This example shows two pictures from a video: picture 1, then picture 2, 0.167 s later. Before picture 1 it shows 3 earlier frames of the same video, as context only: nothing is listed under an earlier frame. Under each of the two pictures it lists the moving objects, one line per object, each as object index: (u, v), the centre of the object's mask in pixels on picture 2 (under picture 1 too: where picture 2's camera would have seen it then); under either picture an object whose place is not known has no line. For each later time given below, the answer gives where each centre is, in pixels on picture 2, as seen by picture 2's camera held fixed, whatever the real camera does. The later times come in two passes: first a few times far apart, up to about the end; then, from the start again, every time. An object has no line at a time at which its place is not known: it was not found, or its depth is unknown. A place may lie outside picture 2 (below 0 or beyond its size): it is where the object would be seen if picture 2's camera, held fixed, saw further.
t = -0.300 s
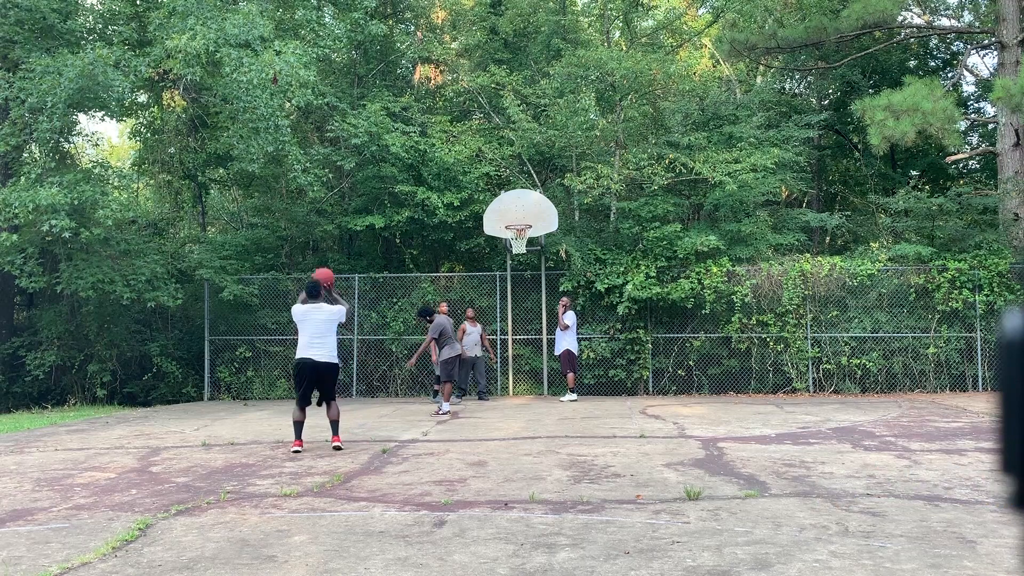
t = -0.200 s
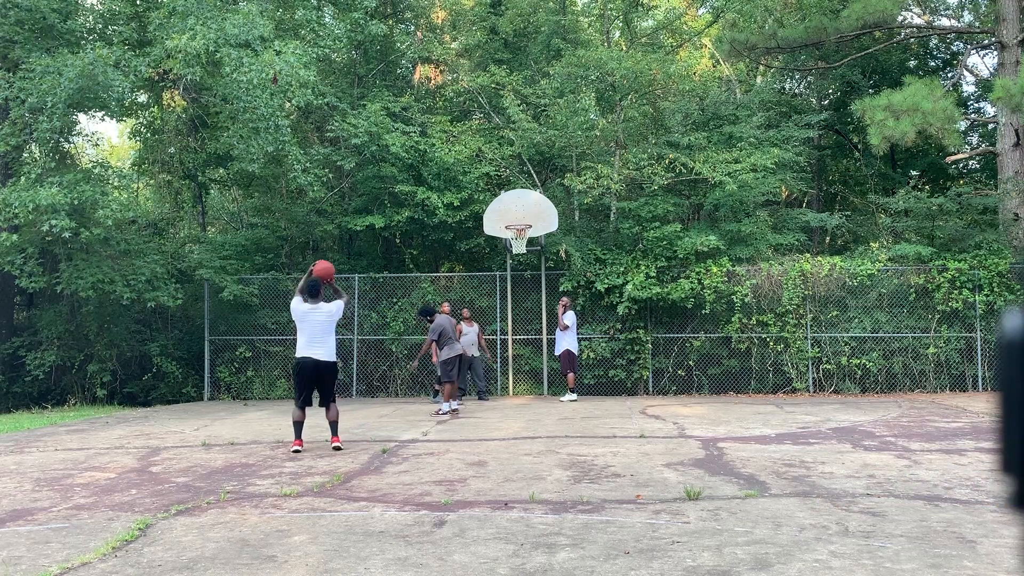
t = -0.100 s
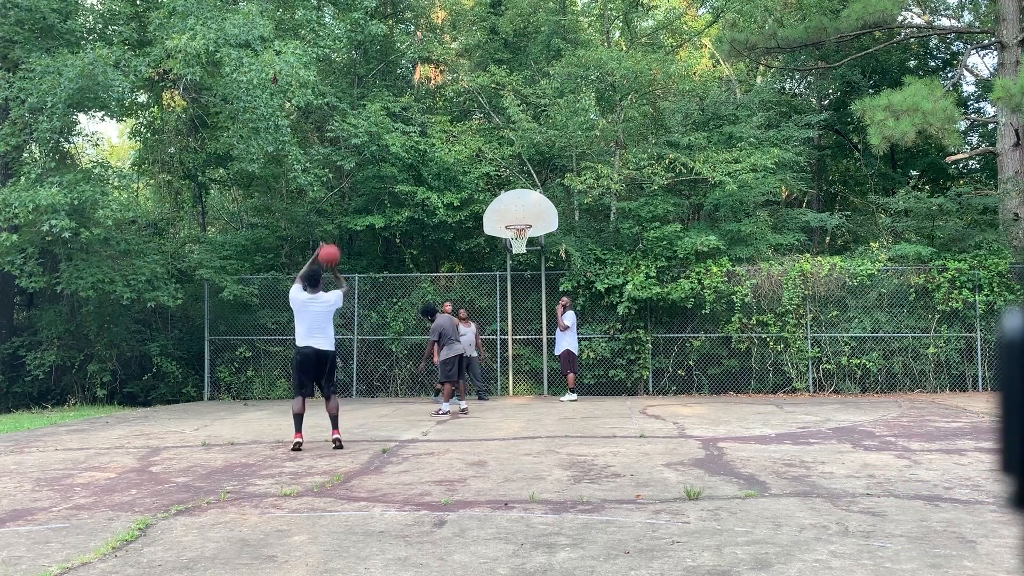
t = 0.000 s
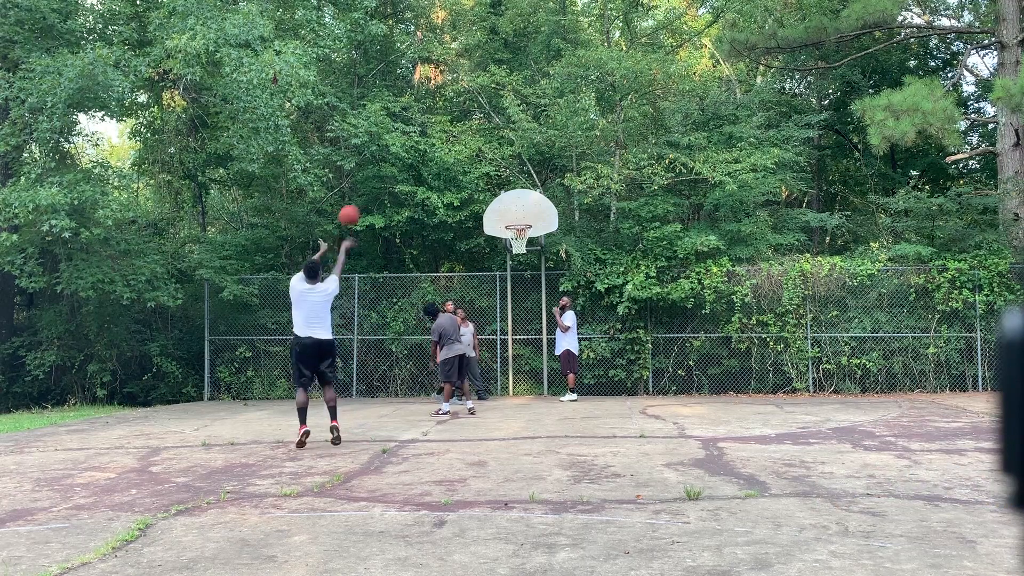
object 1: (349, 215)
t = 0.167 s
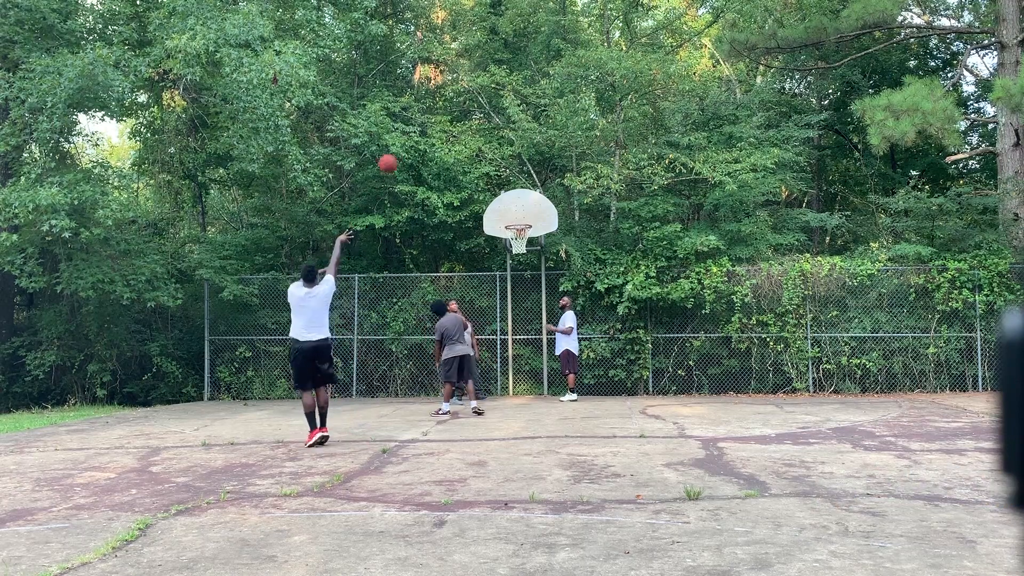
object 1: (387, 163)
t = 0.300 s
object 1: (414, 143)
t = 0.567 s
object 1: (457, 141)
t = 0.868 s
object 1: (495, 188)
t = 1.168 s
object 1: (484, 200)
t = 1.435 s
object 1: (439, 196)
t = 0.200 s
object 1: (394, 157)
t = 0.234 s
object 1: (401, 152)
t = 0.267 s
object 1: (408, 146)
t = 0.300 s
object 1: (414, 143)
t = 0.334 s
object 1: (419, 140)
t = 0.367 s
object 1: (426, 138)
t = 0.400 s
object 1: (431, 136)
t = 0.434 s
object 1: (436, 137)
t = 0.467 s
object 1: (442, 137)
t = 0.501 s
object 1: (447, 138)
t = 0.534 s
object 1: (452, 139)
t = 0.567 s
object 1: (457, 141)
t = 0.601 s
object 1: (462, 144)
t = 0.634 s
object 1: (466, 148)
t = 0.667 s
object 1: (471, 152)
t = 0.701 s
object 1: (475, 156)
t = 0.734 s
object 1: (479, 162)
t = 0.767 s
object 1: (484, 167)
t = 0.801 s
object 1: (488, 174)
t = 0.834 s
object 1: (492, 181)
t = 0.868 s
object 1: (495, 188)
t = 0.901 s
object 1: (499, 195)
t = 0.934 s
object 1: (502, 203)
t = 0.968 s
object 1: (506, 212)
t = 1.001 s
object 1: (509, 220)
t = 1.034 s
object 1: (505, 217)
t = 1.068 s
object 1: (500, 213)
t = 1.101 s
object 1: (495, 208)
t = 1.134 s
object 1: (489, 204)
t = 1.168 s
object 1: (484, 200)
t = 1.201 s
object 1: (479, 198)
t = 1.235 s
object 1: (474, 196)
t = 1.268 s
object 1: (468, 194)
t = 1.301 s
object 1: (462, 193)
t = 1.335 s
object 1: (456, 193)
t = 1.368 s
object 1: (451, 193)
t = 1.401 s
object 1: (445, 194)
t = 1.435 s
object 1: (439, 196)
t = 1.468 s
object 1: (433, 198)
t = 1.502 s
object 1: (427, 201)
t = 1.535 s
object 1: (421, 205)
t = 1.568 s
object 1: (416, 209)
